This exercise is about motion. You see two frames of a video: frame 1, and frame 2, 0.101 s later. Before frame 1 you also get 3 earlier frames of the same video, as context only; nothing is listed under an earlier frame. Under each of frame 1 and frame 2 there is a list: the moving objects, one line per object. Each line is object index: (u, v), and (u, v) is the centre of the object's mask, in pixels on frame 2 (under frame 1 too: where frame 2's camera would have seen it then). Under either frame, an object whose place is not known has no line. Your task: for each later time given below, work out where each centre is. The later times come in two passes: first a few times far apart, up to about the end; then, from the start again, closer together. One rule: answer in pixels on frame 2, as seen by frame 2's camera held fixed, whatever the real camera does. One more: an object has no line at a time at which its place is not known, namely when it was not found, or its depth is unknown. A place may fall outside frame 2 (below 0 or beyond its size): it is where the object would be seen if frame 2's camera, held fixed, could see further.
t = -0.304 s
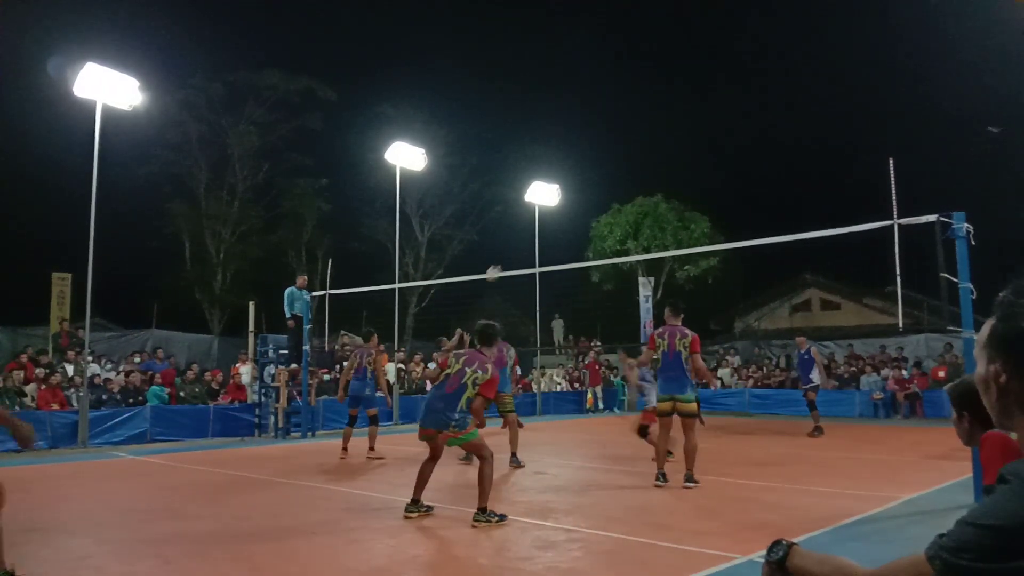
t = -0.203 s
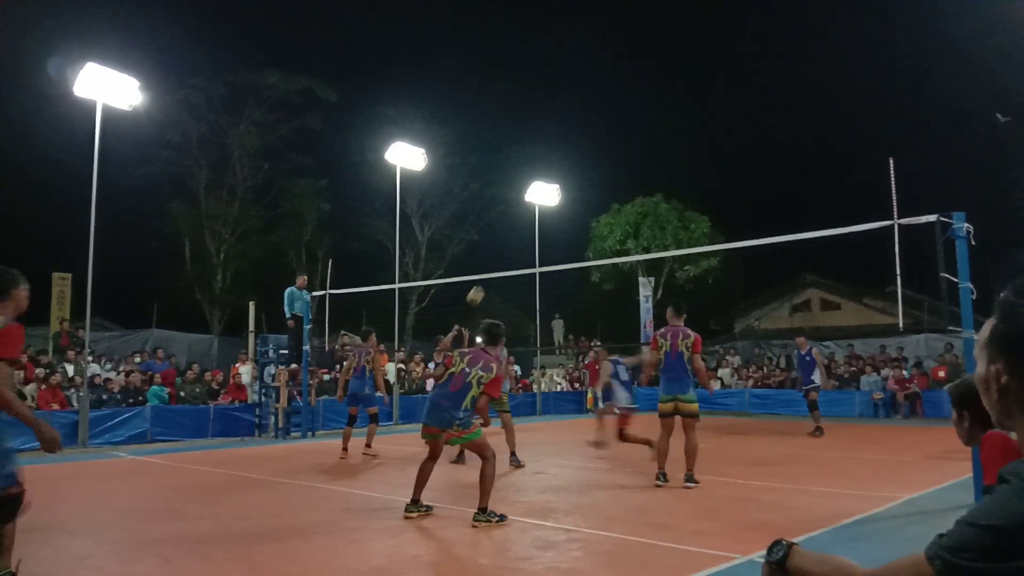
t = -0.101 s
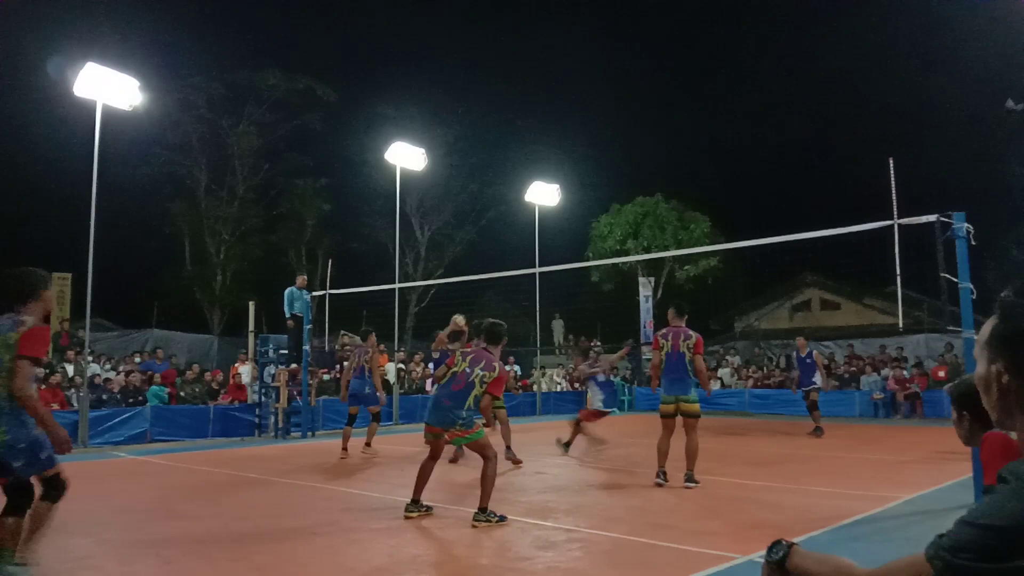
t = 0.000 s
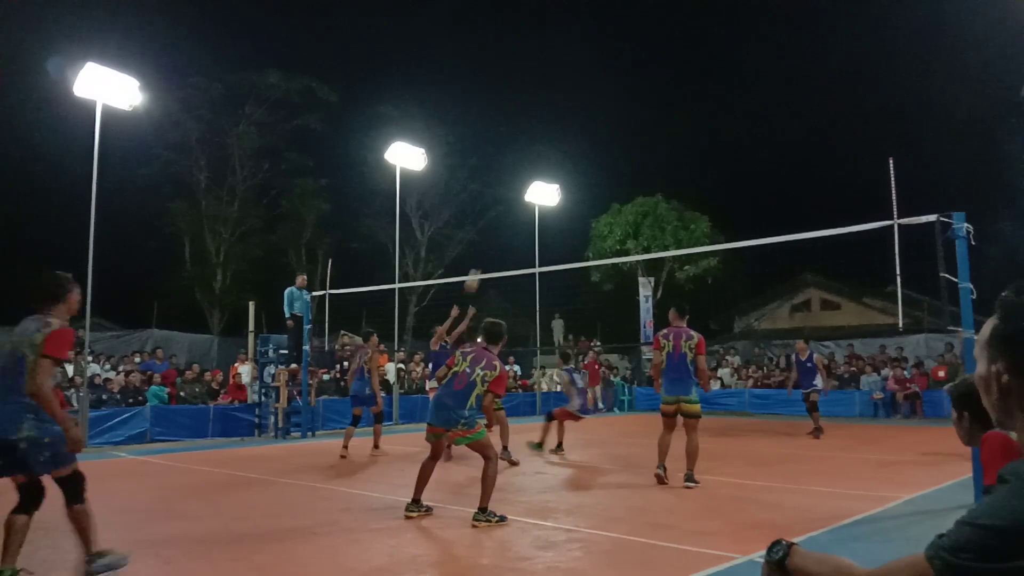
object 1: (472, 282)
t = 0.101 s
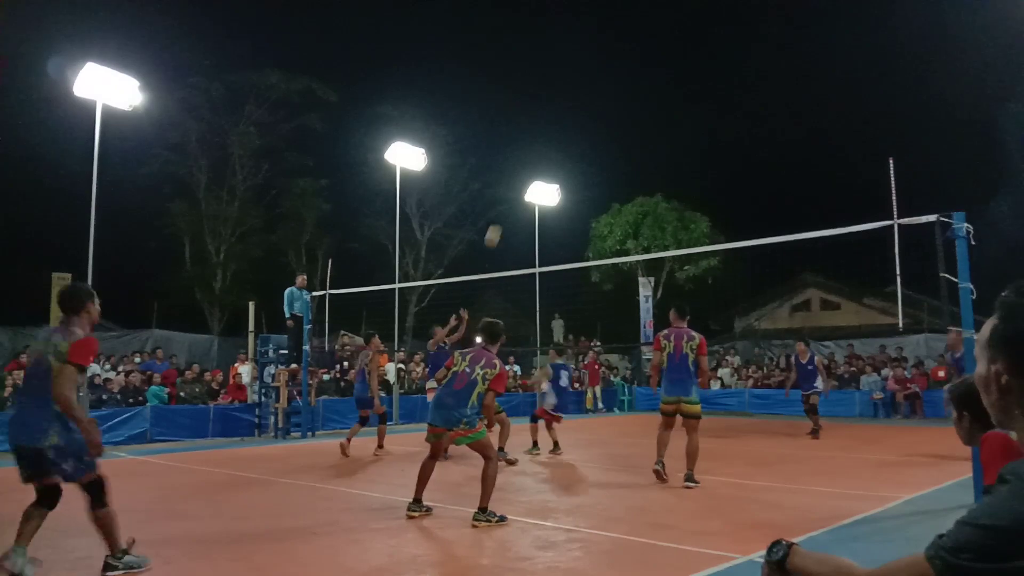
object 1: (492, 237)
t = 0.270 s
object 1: (527, 174)
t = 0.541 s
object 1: (584, 112)
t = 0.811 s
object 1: (645, 97)
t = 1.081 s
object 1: (713, 138)
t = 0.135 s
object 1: (499, 223)
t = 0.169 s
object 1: (506, 210)
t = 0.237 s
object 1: (520, 186)
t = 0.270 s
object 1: (527, 174)
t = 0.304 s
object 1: (534, 164)
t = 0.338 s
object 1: (541, 155)
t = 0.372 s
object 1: (548, 146)
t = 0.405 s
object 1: (555, 138)
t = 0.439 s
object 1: (562, 131)
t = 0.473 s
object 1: (569, 124)
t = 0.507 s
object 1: (577, 118)
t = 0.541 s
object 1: (584, 112)
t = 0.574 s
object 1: (591, 108)
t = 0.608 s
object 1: (599, 104)
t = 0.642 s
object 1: (607, 101)
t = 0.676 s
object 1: (614, 98)
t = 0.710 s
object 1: (622, 97)
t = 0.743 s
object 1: (630, 96)
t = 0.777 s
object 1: (638, 96)
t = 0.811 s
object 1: (645, 97)
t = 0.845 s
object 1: (654, 99)
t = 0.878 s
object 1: (662, 102)
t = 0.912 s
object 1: (670, 106)
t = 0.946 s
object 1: (679, 110)
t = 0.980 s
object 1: (687, 115)
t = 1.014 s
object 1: (696, 122)
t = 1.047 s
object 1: (705, 129)
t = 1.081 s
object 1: (713, 138)
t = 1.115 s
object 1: (722, 148)
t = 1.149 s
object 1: (731, 158)
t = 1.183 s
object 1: (741, 170)
